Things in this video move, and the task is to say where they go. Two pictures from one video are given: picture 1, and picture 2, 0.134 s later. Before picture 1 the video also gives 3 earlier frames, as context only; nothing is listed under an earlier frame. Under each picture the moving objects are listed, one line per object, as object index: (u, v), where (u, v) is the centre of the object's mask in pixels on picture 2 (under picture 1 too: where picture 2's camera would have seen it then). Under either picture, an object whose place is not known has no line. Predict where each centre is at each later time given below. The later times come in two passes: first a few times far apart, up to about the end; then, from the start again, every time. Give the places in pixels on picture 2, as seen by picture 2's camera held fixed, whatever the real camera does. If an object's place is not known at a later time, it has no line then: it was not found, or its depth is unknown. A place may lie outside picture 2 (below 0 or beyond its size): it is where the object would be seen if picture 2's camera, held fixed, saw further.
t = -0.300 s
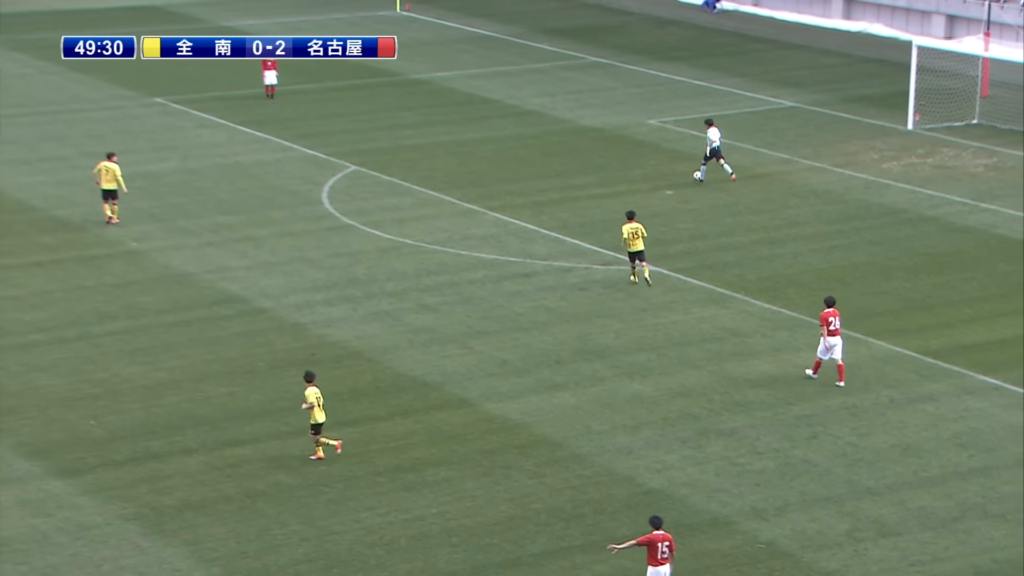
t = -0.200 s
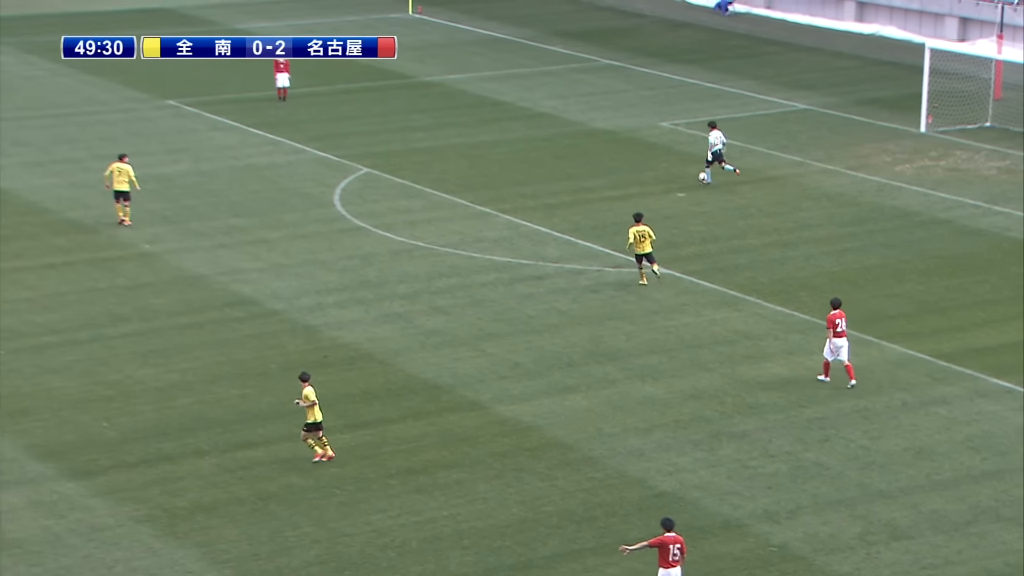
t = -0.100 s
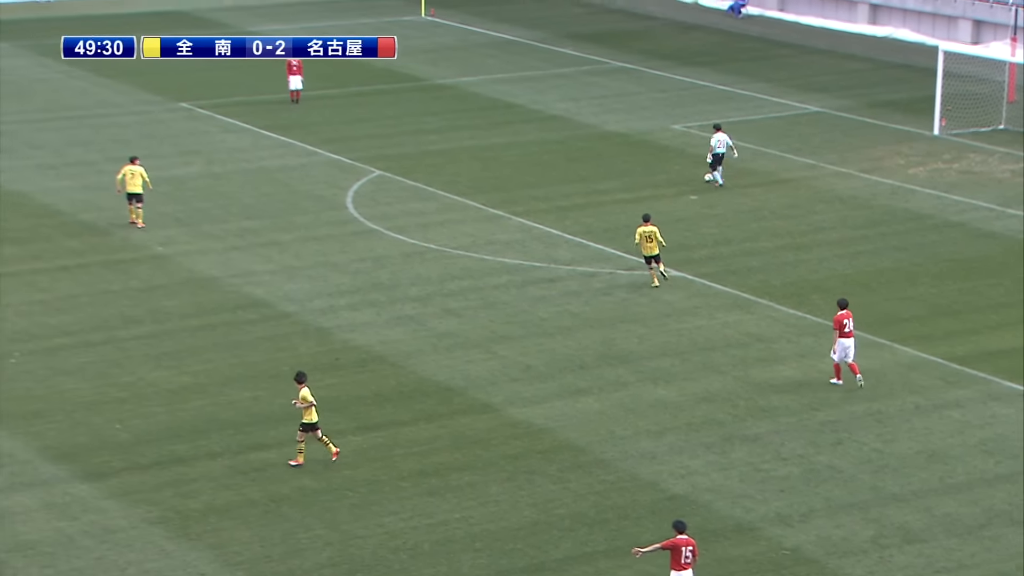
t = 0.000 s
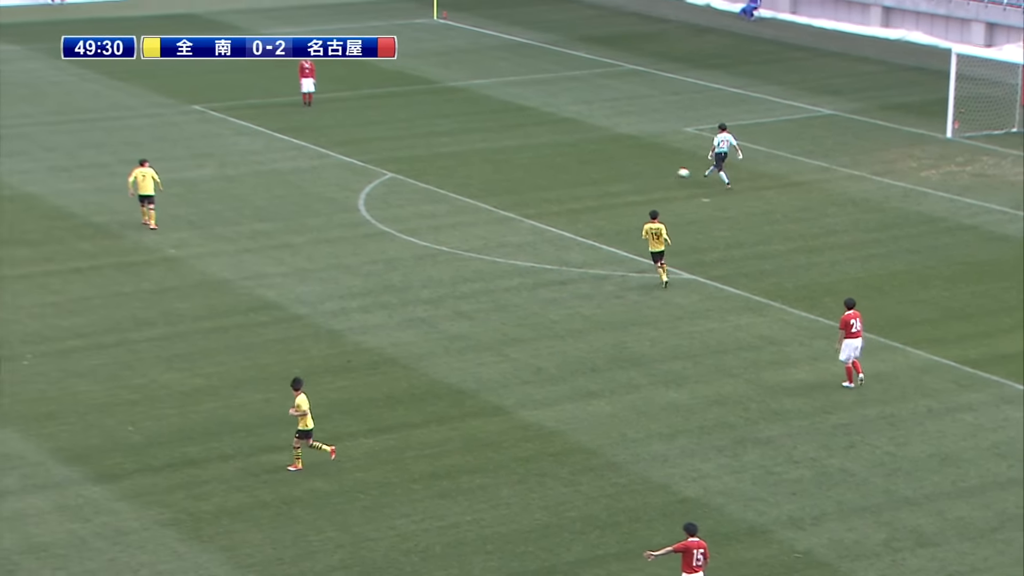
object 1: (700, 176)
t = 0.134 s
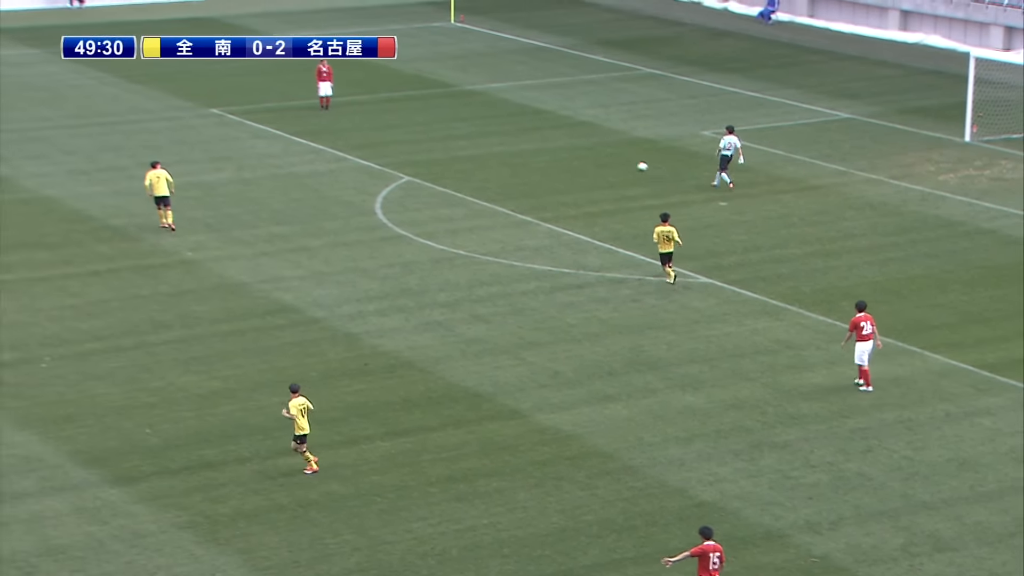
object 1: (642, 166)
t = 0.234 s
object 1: (605, 159)
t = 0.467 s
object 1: (533, 146)
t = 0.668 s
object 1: (486, 138)
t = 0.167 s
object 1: (630, 164)
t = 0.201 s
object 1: (617, 161)
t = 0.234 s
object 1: (605, 159)
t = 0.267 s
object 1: (593, 158)
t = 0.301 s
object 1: (582, 155)
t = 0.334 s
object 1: (573, 152)
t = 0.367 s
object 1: (562, 150)
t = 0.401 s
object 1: (553, 149)
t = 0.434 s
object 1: (543, 147)
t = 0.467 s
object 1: (533, 146)
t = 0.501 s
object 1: (523, 146)
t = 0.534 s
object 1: (515, 143)
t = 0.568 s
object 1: (509, 142)
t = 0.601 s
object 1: (501, 140)
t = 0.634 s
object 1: (493, 139)
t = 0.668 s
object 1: (486, 138)
